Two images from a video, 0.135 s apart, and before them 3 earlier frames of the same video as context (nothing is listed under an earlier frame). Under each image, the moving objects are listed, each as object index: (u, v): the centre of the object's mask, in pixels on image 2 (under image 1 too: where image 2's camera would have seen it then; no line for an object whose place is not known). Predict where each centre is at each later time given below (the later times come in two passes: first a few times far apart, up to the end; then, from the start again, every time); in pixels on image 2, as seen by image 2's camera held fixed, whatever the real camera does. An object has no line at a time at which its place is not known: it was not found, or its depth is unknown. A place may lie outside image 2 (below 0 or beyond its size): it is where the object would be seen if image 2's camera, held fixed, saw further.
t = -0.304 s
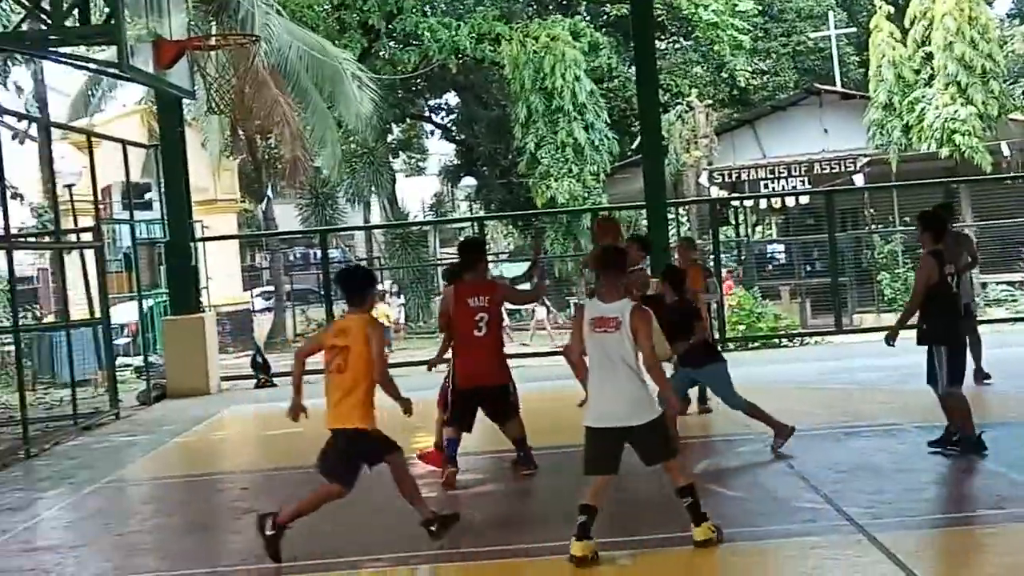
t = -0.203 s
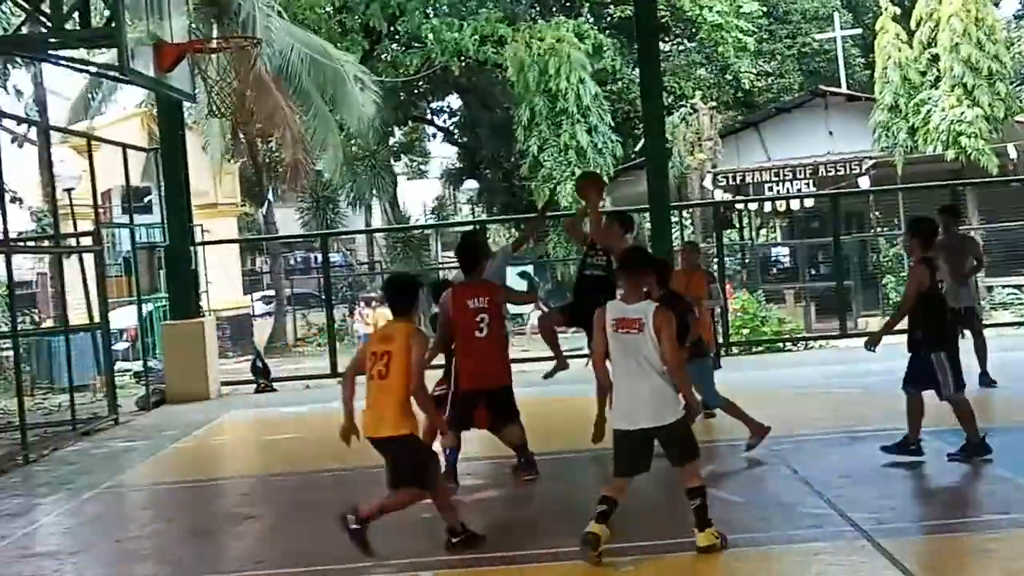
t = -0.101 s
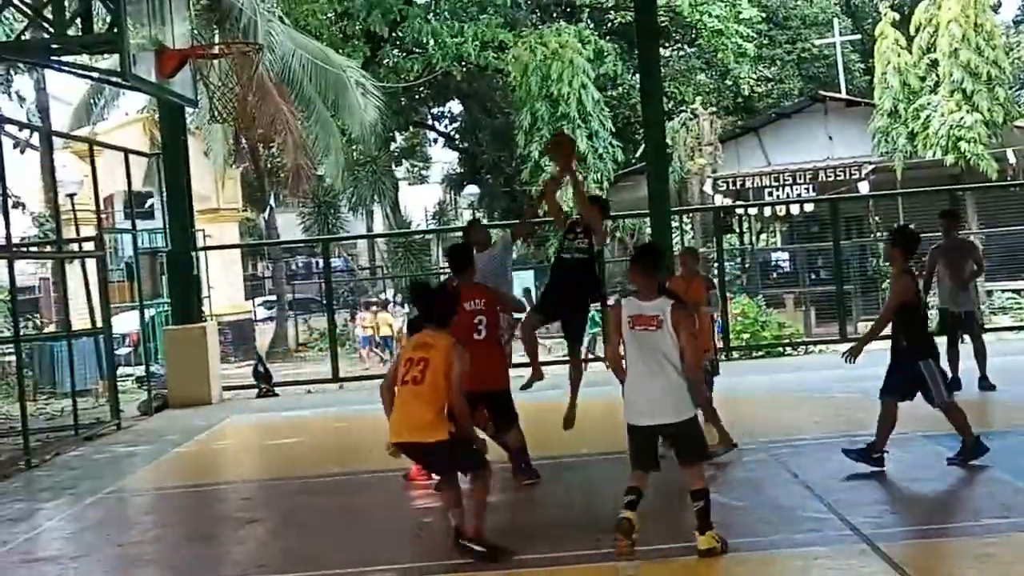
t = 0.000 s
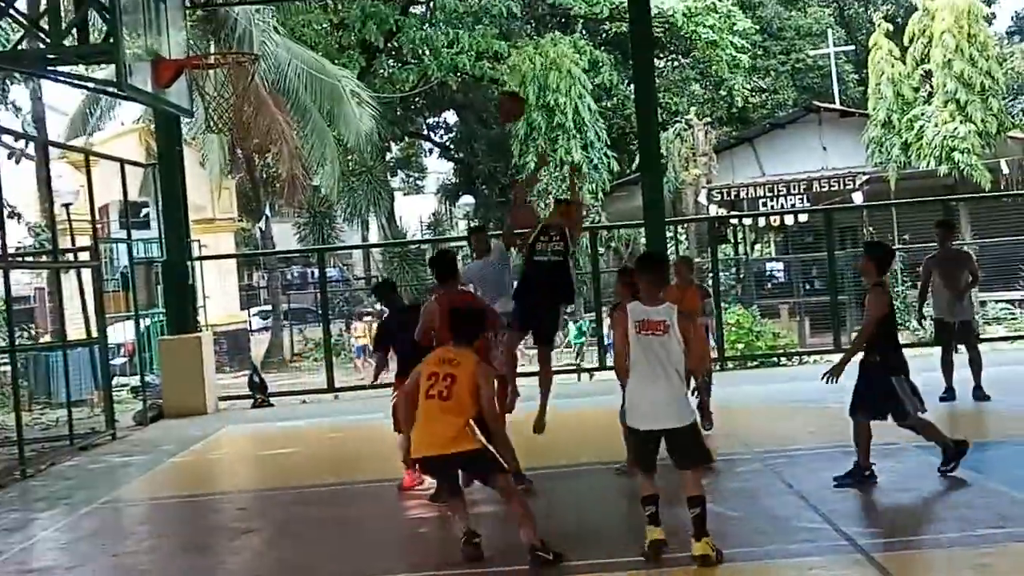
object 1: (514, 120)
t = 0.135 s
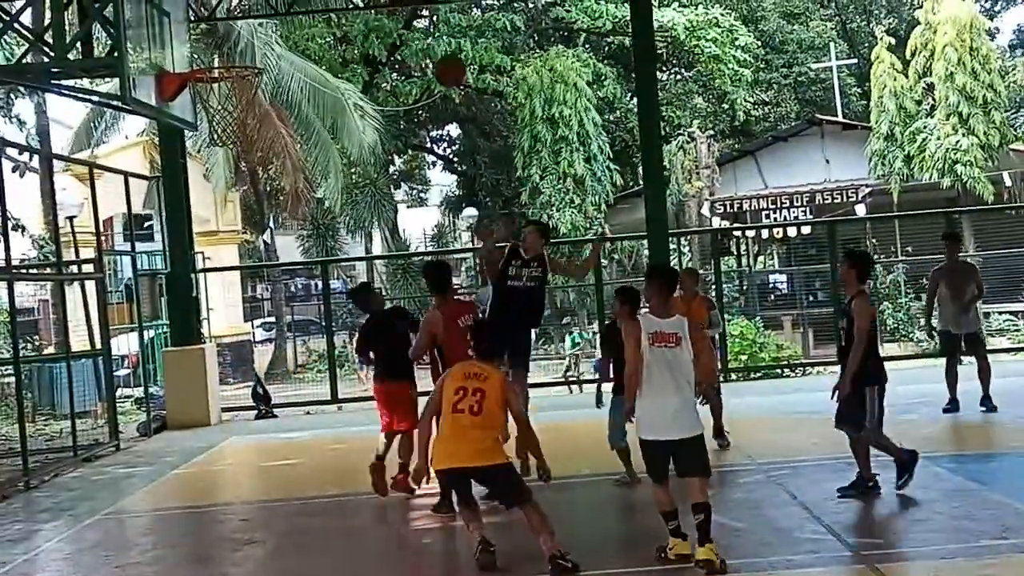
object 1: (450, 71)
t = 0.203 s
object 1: (418, 55)
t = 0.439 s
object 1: (301, 45)
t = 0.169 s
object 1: (434, 62)
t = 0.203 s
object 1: (418, 55)
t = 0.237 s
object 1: (401, 49)
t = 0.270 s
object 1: (385, 45)
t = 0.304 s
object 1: (369, 42)
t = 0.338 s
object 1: (352, 41)
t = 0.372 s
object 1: (335, 40)
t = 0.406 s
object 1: (317, 42)
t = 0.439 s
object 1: (301, 45)
